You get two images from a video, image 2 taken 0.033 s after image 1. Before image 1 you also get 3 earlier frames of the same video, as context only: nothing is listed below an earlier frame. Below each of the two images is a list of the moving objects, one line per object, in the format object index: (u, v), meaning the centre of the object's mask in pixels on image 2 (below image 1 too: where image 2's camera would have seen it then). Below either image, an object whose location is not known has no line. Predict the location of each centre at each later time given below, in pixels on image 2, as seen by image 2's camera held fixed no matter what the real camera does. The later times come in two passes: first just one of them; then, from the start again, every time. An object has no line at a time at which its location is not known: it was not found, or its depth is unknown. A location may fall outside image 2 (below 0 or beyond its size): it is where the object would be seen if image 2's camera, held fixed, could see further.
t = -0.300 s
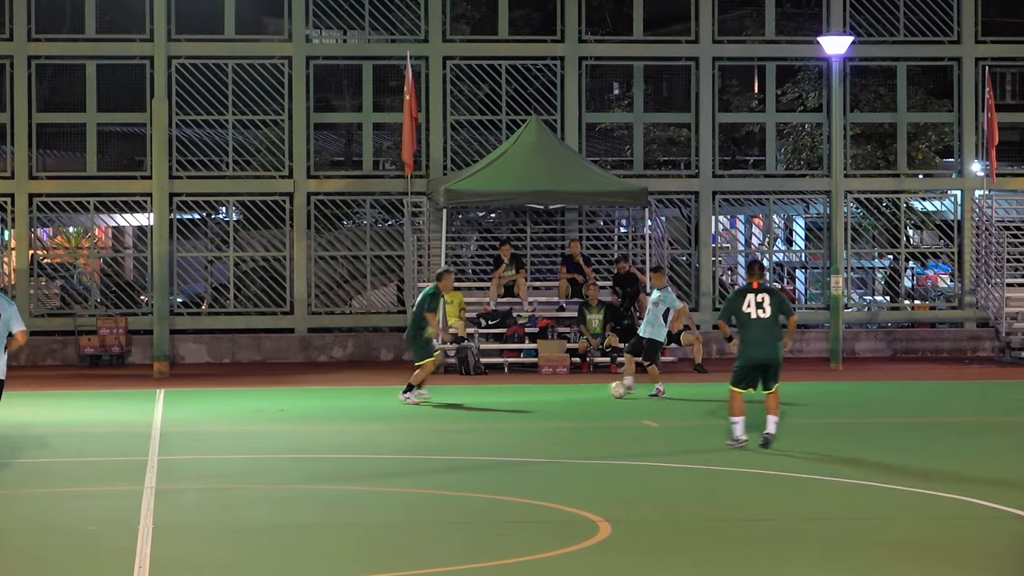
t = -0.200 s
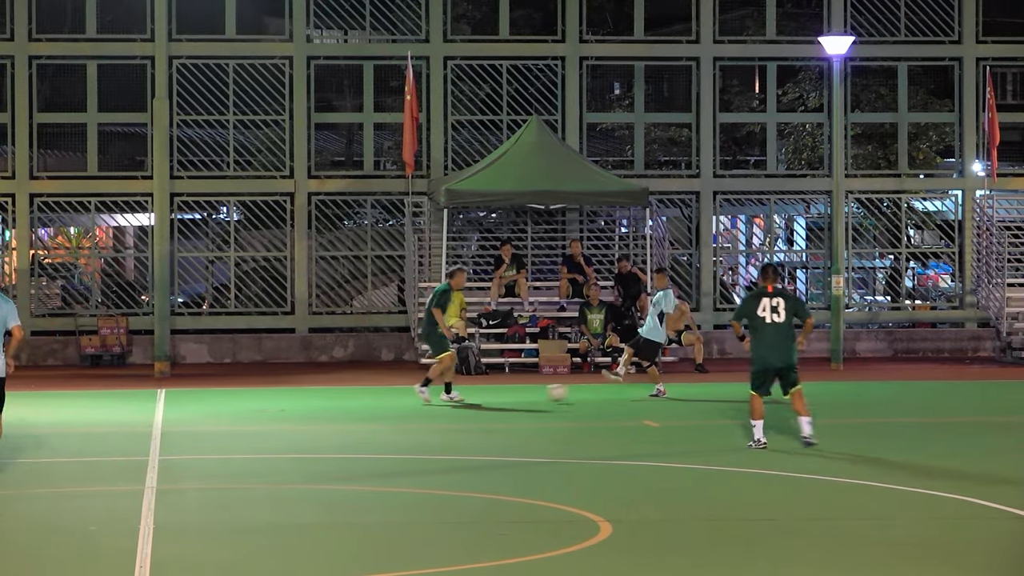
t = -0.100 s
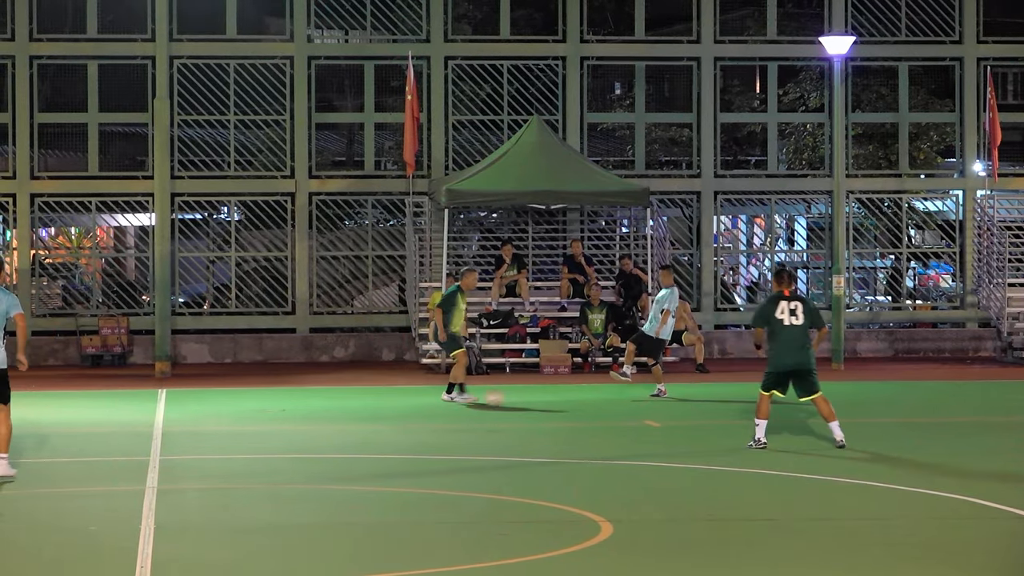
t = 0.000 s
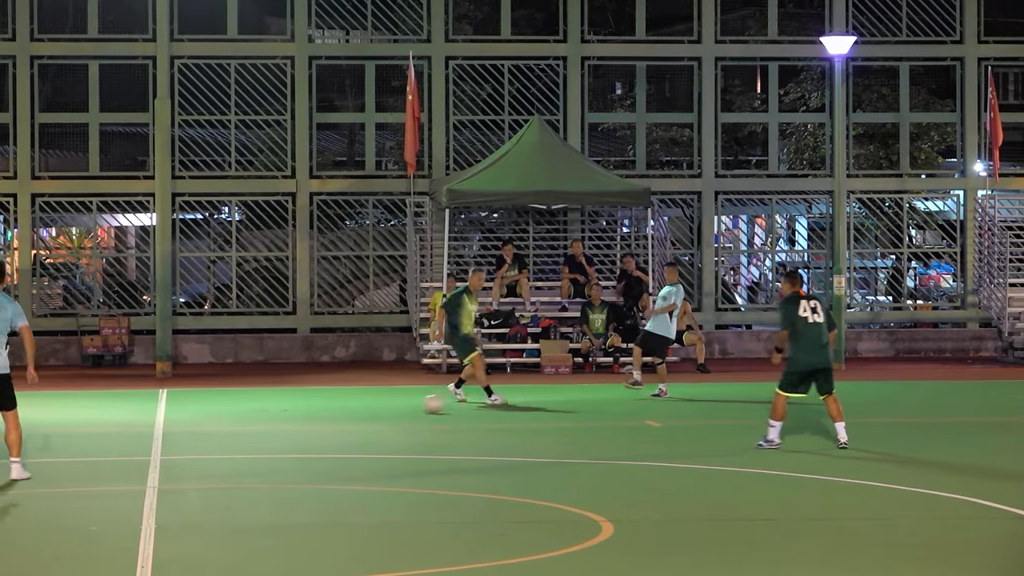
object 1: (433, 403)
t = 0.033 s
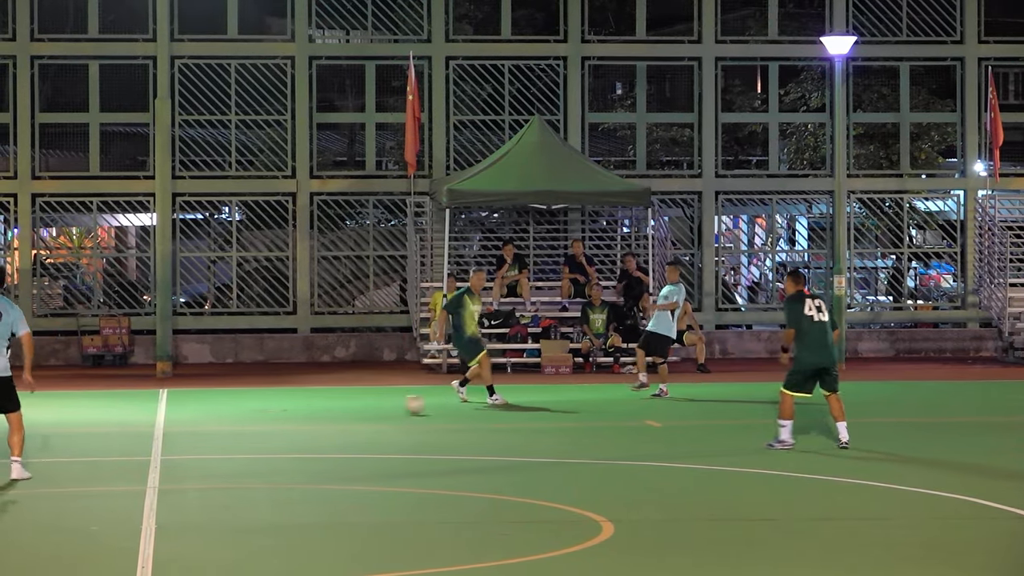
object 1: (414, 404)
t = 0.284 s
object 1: (276, 413)
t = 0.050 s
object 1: (405, 403)
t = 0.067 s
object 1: (396, 404)
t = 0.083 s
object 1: (386, 405)
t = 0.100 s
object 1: (376, 406)
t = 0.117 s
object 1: (366, 407)
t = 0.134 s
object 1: (357, 408)
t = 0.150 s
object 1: (348, 408)
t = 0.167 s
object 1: (339, 409)
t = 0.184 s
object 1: (329, 409)
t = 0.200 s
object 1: (320, 411)
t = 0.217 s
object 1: (312, 411)
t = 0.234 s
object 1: (303, 411)
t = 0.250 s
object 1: (294, 412)
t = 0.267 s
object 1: (285, 412)
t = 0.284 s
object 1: (276, 413)
